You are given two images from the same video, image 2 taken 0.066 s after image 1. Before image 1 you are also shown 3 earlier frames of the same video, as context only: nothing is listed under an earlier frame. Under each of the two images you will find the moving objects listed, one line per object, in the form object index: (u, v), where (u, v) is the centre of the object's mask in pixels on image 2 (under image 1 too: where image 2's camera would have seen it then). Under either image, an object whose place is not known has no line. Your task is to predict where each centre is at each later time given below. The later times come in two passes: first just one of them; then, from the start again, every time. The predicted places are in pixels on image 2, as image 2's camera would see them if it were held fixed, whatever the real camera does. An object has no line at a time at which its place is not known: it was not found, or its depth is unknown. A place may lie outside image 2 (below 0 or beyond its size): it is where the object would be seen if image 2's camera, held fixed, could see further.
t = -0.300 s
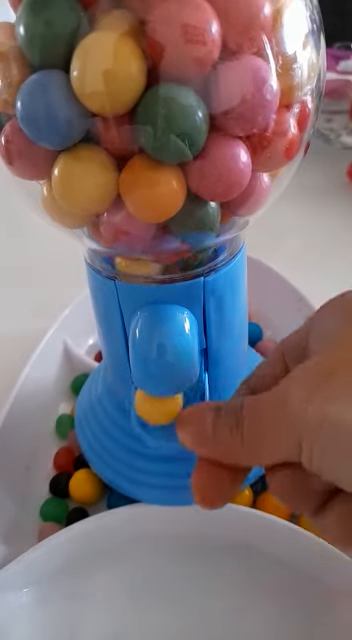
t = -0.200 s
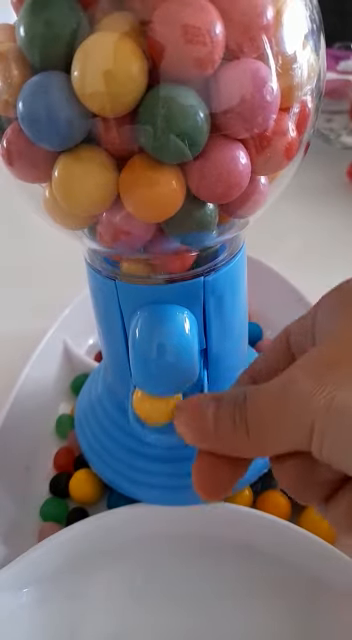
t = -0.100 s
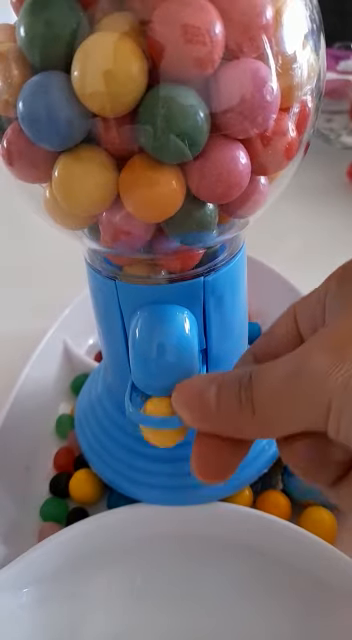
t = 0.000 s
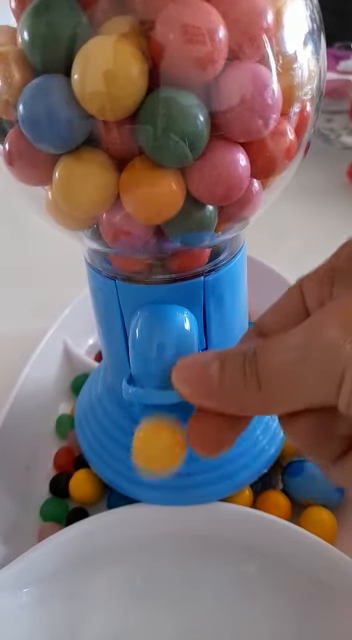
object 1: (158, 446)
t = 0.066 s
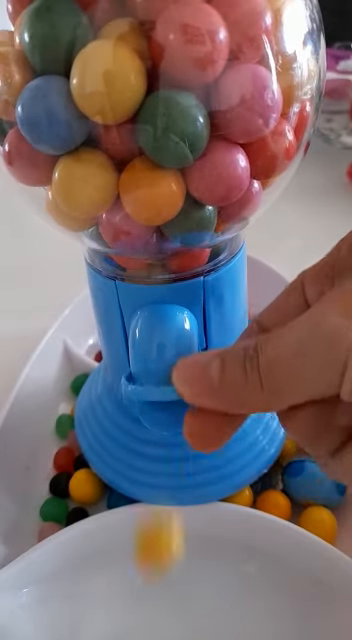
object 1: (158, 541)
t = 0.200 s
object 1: (148, 619)
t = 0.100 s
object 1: (161, 604)
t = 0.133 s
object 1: (155, 606)
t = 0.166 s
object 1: (151, 615)
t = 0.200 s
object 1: (148, 619)
